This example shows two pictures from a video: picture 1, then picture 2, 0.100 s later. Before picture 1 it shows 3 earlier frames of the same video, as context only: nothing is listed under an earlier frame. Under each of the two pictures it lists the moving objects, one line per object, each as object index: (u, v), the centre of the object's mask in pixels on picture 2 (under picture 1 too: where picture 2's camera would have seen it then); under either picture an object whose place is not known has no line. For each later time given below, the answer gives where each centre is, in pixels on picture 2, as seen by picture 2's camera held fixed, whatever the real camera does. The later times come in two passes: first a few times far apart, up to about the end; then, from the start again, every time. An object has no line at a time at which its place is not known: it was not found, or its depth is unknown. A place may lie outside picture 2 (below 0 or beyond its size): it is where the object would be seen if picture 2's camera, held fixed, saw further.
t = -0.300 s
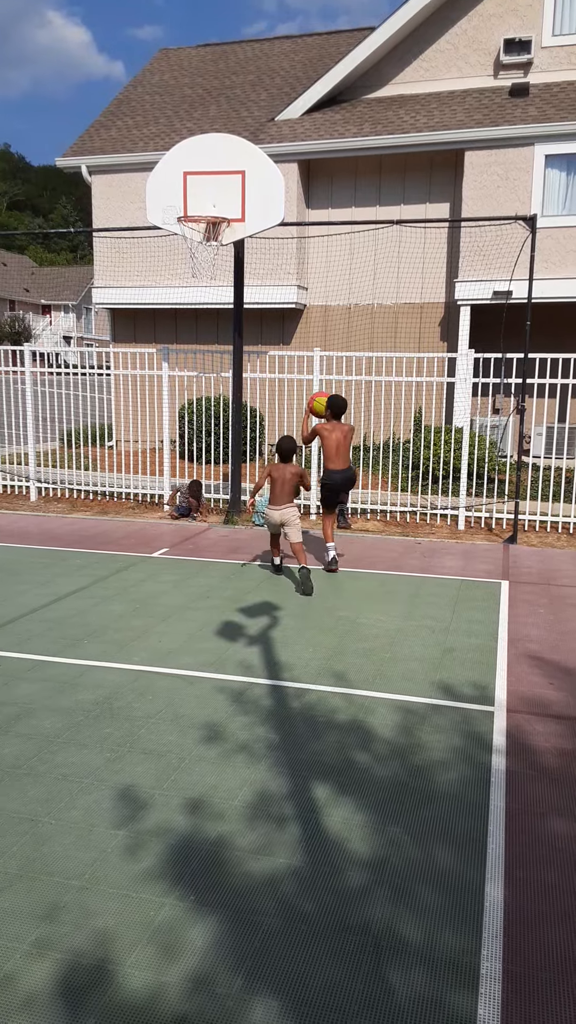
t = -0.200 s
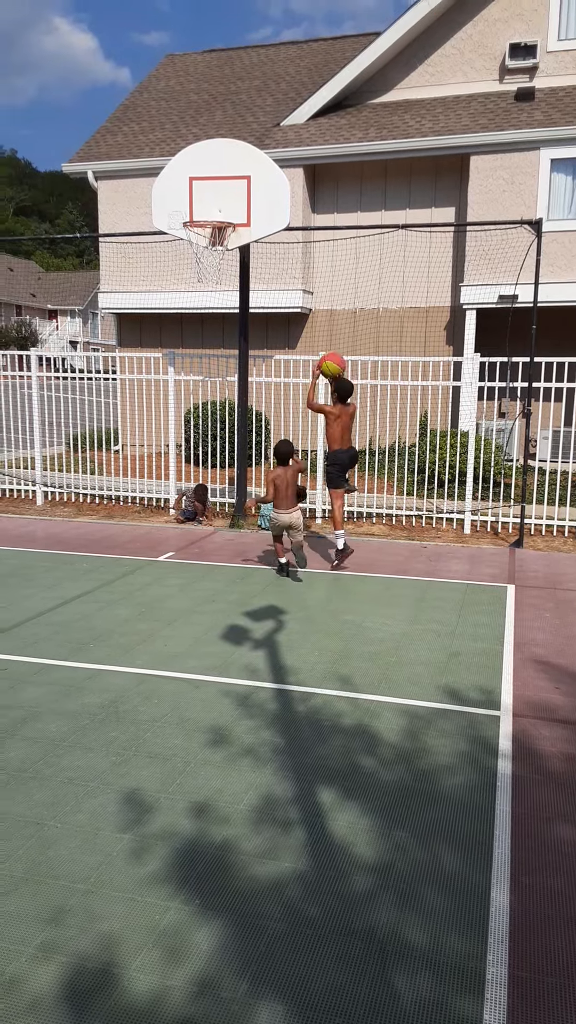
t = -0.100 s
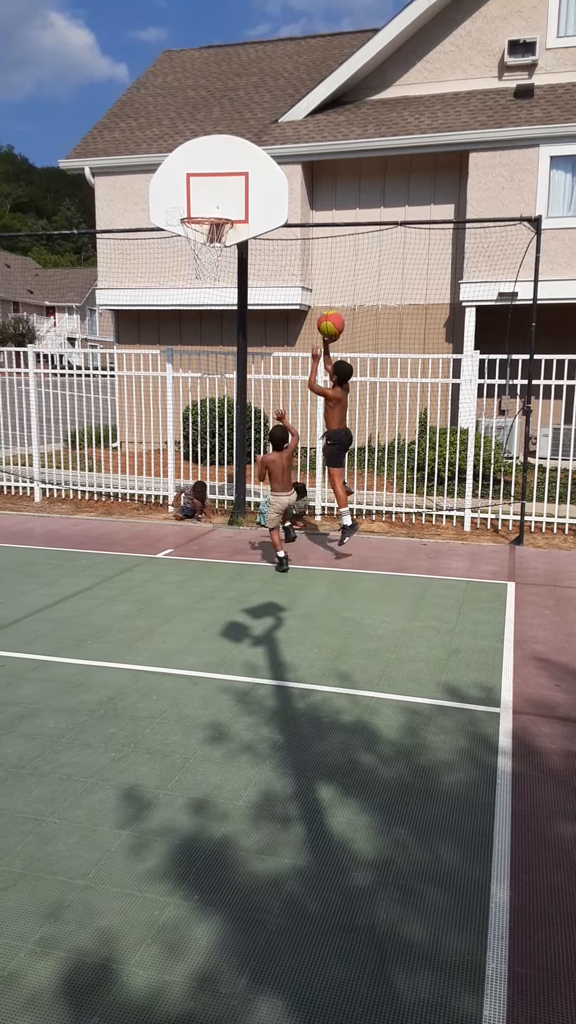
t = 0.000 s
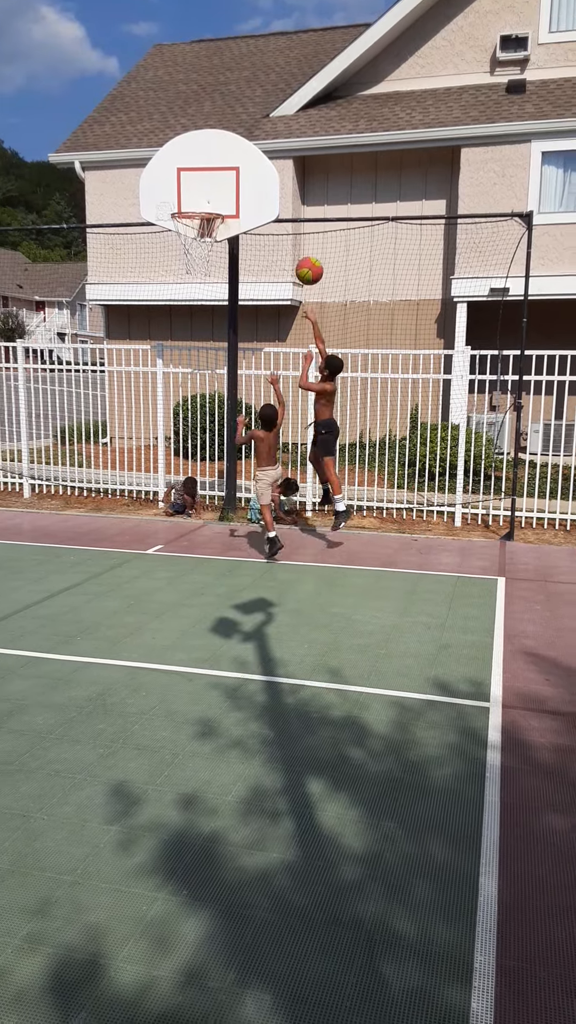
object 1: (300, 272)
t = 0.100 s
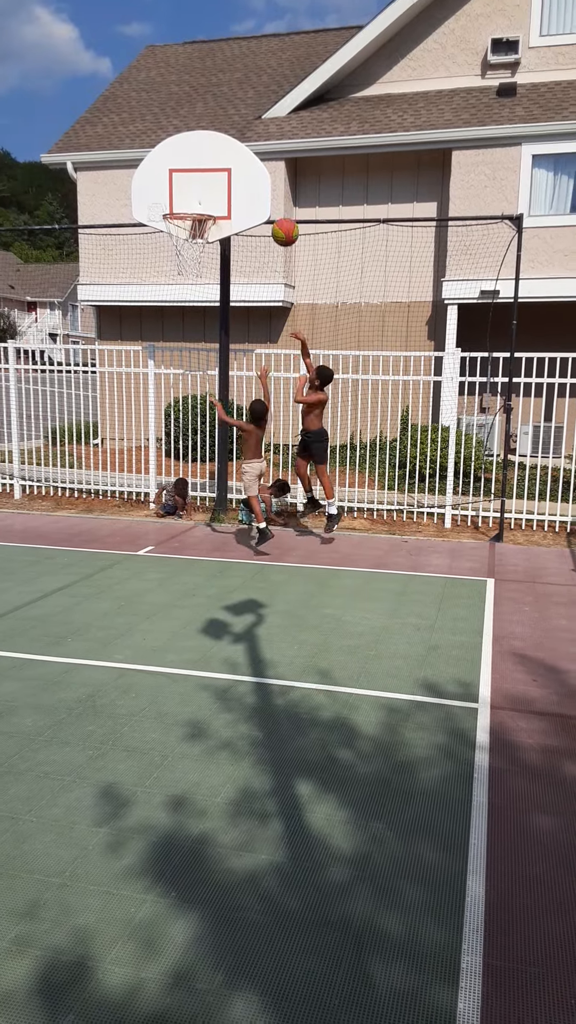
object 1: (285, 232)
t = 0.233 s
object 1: (265, 198)
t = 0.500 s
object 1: (225, 195)
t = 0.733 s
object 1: (228, 190)
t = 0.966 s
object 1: (246, 213)
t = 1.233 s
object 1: (265, 313)
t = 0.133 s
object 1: (280, 221)
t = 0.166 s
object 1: (275, 212)
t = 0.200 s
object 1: (270, 205)
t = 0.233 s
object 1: (265, 198)
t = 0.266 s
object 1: (259, 193)
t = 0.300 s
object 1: (255, 190)
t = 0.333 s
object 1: (250, 188)
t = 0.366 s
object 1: (244, 187)
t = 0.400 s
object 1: (240, 188)
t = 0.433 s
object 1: (235, 189)
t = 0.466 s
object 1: (230, 192)
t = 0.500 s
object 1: (225, 195)
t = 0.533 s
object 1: (222, 199)
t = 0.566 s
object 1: (218, 203)
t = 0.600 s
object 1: (218, 203)
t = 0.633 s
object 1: (221, 199)
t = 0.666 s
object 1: (223, 194)
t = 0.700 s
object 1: (226, 192)
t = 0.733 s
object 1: (228, 190)
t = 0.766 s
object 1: (230, 189)
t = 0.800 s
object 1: (233, 190)
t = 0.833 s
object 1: (236, 192)
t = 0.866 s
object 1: (238, 195)
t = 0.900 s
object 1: (240, 200)
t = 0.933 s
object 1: (243, 205)
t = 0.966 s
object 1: (246, 213)
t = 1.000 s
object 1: (249, 221)
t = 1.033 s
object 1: (251, 231)
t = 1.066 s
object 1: (254, 241)
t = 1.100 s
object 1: (256, 254)
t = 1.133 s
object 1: (258, 267)
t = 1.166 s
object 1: (260, 281)
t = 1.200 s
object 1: (263, 296)
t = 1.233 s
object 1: (265, 313)
